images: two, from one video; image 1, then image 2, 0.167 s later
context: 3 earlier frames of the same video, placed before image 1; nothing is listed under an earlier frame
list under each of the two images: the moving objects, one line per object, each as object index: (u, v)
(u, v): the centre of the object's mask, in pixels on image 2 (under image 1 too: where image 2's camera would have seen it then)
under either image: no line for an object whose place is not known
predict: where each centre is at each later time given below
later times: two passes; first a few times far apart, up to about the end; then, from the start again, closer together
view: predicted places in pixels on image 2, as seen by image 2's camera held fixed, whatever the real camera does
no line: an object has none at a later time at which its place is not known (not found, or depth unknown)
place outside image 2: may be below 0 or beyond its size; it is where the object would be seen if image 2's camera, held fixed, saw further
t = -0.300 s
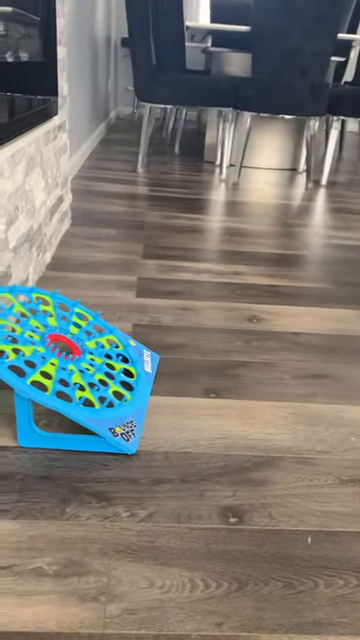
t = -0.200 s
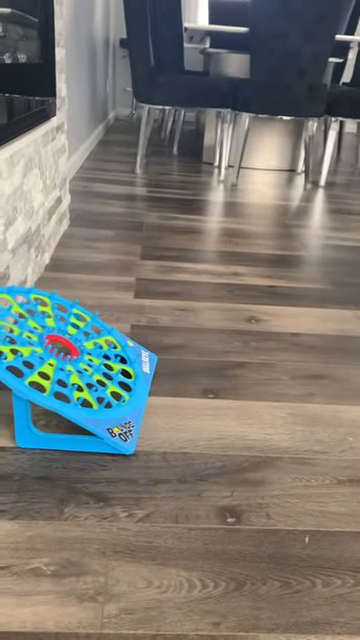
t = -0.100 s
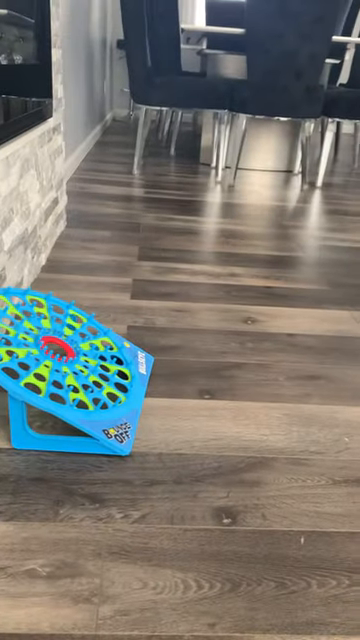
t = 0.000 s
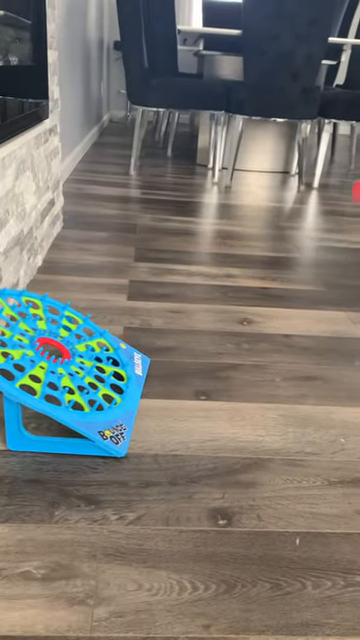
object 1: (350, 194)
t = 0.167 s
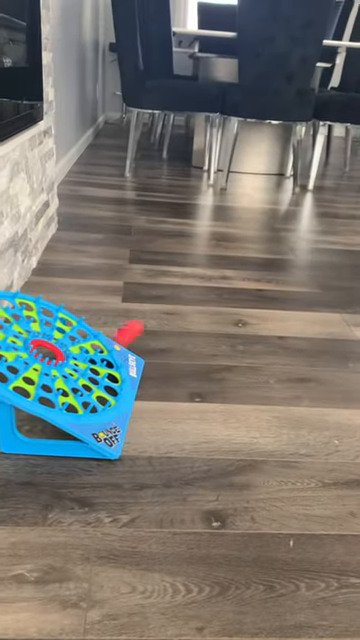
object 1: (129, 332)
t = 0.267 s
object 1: (138, 323)
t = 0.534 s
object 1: (218, 377)
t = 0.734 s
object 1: (313, 325)
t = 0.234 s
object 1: (126, 336)
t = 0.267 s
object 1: (138, 323)
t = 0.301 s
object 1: (148, 315)
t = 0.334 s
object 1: (160, 310)
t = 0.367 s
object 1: (171, 312)
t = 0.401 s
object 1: (180, 317)
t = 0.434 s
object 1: (191, 328)
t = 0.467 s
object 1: (200, 344)
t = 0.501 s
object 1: (209, 363)
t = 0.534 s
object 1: (218, 377)
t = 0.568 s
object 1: (235, 356)
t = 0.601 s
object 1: (253, 340)
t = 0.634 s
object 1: (270, 329)
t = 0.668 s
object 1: (285, 323)
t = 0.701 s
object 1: (299, 322)
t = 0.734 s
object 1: (313, 325)
